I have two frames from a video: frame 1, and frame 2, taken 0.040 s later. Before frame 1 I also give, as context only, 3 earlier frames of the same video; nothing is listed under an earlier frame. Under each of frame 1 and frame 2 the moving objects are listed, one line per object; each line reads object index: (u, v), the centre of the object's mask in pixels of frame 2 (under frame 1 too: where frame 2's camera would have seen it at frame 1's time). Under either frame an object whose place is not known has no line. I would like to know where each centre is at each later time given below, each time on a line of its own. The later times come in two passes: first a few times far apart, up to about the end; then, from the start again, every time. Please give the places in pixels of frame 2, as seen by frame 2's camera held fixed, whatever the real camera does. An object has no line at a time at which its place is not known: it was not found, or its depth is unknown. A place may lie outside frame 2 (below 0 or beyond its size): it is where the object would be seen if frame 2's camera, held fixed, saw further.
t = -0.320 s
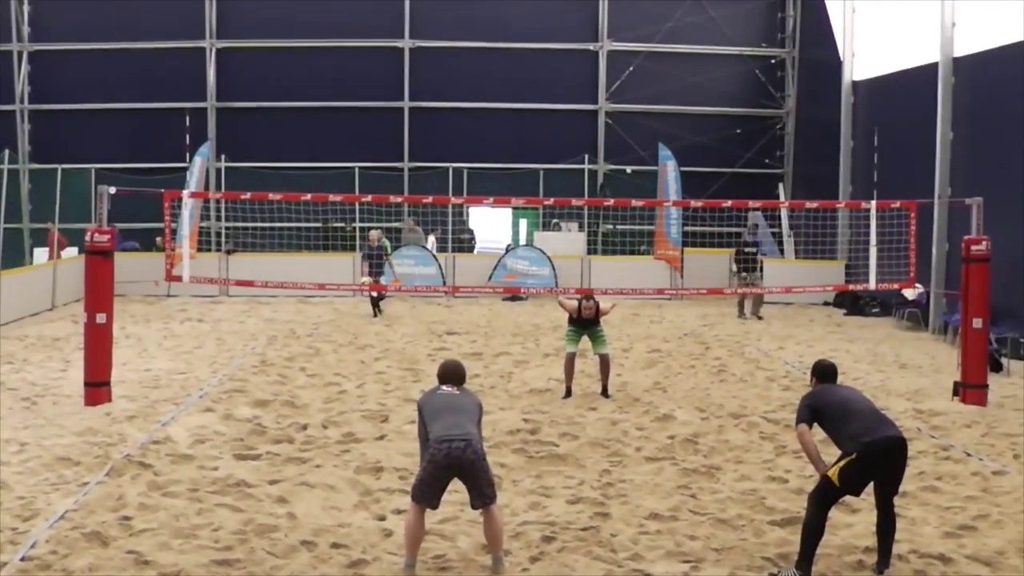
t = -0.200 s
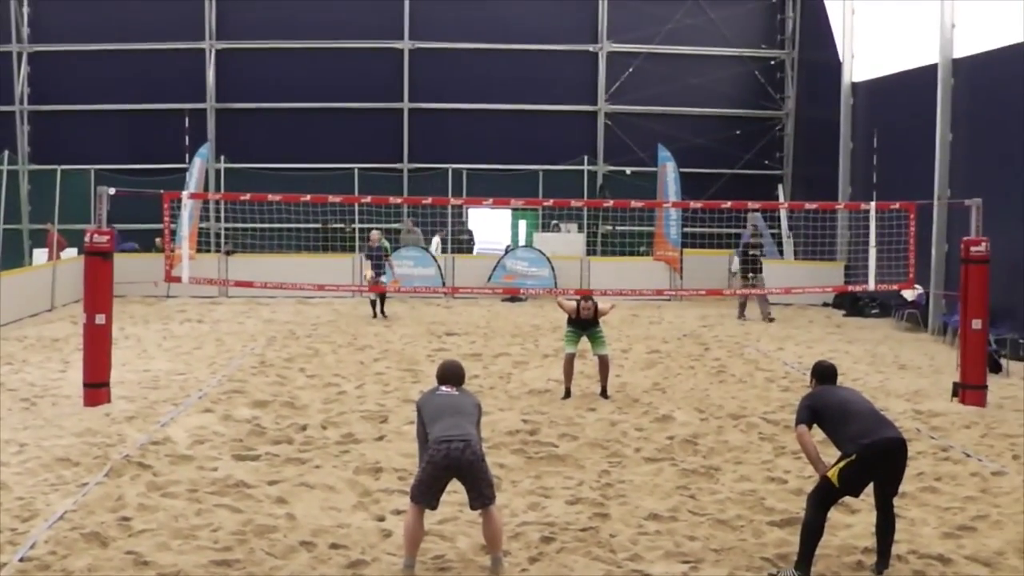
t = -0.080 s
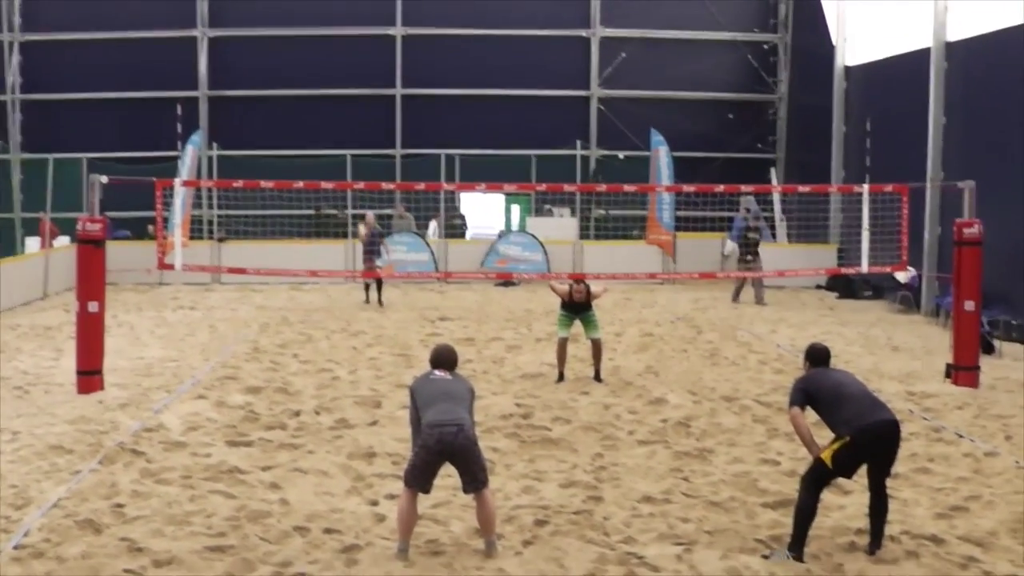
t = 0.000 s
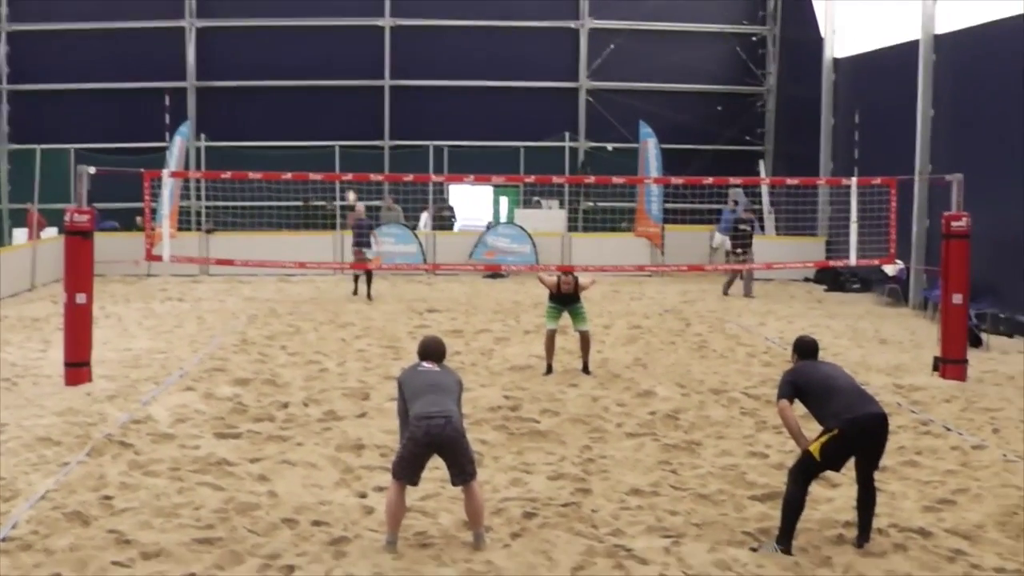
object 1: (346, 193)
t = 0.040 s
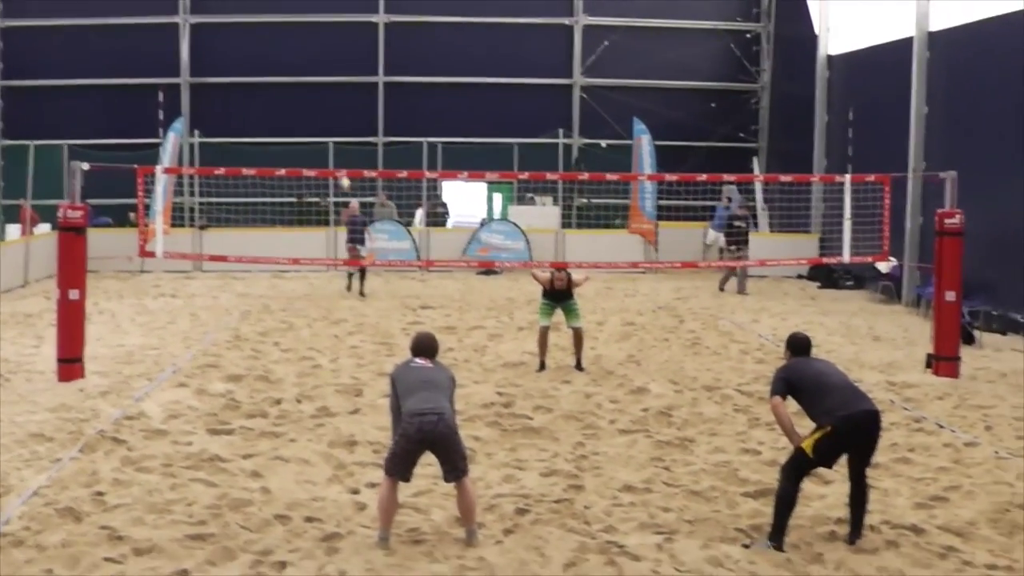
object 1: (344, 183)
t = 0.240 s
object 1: (340, 136)
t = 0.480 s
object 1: (342, 121)
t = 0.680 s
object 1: (344, 127)
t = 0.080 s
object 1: (341, 166)
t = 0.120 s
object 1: (340, 159)
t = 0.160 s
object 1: (340, 150)
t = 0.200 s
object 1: (340, 143)
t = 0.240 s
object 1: (340, 136)
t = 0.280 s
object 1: (340, 128)
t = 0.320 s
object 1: (340, 122)
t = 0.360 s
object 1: (340, 119)
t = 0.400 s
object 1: (340, 115)
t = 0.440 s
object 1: (340, 119)
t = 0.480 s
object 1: (342, 121)
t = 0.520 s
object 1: (345, 114)
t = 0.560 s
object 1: (345, 117)
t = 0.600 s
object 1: (344, 120)
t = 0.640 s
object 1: (345, 123)
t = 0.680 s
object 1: (344, 127)
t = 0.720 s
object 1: (345, 132)
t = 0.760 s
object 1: (345, 134)
